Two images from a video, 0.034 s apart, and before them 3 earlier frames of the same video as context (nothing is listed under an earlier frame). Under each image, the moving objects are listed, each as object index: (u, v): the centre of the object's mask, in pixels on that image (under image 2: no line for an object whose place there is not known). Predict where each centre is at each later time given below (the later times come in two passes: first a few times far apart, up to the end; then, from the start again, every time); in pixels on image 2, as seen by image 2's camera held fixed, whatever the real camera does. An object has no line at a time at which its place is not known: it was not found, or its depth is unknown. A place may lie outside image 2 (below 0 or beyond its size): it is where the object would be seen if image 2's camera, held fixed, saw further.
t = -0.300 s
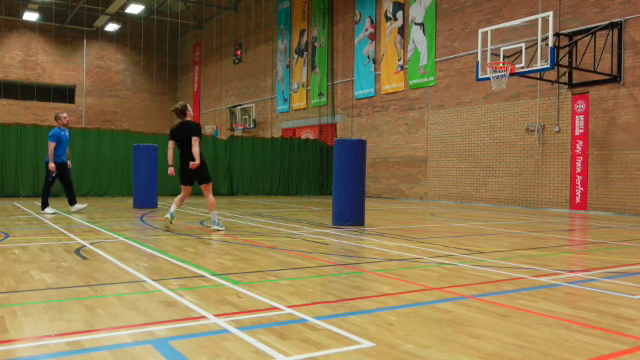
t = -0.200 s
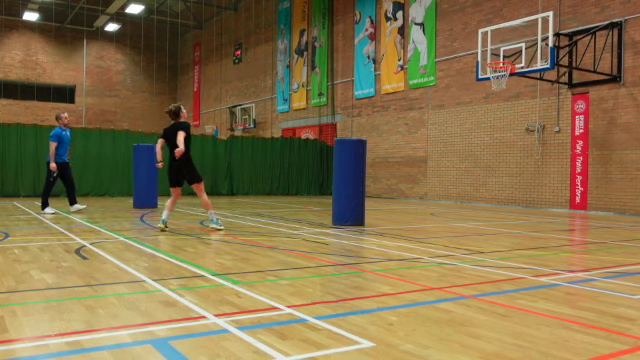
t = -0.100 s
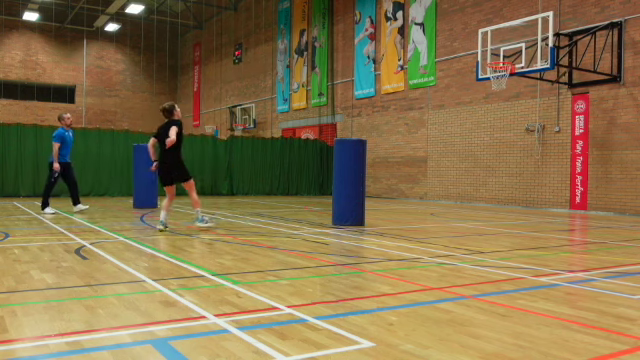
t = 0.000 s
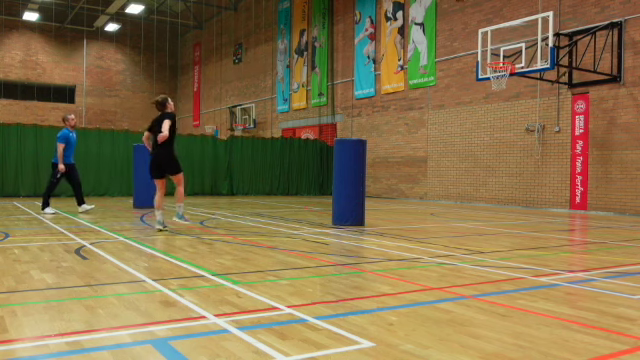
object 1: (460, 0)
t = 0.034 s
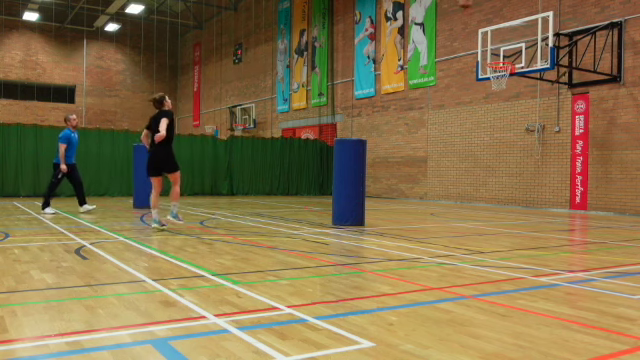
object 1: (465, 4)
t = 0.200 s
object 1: (492, 45)
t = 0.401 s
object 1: (510, 83)
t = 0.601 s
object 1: (513, 112)
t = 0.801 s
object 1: (514, 157)
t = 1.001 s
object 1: (515, 205)
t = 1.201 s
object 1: (506, 168)
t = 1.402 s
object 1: (497, 148)
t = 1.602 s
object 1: (487, 147)
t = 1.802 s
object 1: (478, 164)
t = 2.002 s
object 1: (468, 199)
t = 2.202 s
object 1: (463, 187)
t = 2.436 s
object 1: (455, 173)
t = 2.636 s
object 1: (449, 182)
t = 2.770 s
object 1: (444, 197)
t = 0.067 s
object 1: (471, 10)
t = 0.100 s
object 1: (475, 18)
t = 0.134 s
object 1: (481, 26)
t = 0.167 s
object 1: (487, 36)
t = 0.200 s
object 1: (492, 45)
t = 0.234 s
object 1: (497, 54)
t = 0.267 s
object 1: (502, 65)
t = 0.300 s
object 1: (508, 74)
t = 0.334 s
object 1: (509, 79)
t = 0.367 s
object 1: (510, 81)
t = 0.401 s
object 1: (510, 83)
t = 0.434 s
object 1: (511, 87)
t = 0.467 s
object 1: (511, 91)
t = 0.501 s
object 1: (512, 95)
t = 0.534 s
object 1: (512, 101)
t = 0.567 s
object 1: (512, 106)
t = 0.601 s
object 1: (513, 112)
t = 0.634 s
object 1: (513, 118)
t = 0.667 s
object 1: (513, 124)
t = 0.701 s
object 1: (513, 132)
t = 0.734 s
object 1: (513, 140)
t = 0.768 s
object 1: (514, 148)
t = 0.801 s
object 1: (514, 157)
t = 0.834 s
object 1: (515, 166)
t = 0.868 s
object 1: (515, 175)
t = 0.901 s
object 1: (515, 185)
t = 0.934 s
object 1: (516, 196)
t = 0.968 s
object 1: (515, 206)
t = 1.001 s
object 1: (515, 205)
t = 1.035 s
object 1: (514, 198)
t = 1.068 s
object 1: (511, 191)
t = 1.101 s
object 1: (510, 184)
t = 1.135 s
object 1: (508, 178)
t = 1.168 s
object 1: (507, 173)
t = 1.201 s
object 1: (506, 168)
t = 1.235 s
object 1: (504, 163)
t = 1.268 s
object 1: (503, 159)
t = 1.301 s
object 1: (502, 155)
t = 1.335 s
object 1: (500, 152)
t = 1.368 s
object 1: (499, 150)
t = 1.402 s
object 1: (497, 148)
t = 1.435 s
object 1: (496, 147)
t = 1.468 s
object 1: (494, 145)
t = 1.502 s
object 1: (492, 146)
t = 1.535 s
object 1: (490, 145)
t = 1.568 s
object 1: (489, 146)
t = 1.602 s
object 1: (487, 147)
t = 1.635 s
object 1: (486, 149)
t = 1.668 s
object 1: (484, 151)
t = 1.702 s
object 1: (482, 154)
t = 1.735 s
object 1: (481, 157)
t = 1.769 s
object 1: (479, 161)
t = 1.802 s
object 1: (478, 164)
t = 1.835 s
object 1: (476, 169)
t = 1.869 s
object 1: (475, 174)
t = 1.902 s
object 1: (473, 179)
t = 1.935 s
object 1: (472, 185)
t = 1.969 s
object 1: (470, 192)
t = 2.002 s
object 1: (468, 199)
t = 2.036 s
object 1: (467, 206)
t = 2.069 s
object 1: (466, 204)
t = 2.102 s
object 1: (464, 199)
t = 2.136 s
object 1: (464, 195)
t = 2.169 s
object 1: (463, 190)
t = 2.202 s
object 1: (463, 187)
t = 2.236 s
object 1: (461, 183)
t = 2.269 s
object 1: (460, 180)
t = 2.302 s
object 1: (459, 178)
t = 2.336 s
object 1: (458, 176)
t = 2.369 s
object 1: (457, 175)
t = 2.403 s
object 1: (456, 174)
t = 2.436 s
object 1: (455, 173)
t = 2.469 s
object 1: (454, 174)
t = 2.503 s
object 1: (453, 174)
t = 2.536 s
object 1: (452, 175)
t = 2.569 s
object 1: (451, 177)
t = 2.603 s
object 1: (450, 179)
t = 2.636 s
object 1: (449, 182)
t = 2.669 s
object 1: (448, 185)
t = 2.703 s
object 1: (446, 188)
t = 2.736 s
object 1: (446, 192)
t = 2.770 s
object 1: (444, 197)
